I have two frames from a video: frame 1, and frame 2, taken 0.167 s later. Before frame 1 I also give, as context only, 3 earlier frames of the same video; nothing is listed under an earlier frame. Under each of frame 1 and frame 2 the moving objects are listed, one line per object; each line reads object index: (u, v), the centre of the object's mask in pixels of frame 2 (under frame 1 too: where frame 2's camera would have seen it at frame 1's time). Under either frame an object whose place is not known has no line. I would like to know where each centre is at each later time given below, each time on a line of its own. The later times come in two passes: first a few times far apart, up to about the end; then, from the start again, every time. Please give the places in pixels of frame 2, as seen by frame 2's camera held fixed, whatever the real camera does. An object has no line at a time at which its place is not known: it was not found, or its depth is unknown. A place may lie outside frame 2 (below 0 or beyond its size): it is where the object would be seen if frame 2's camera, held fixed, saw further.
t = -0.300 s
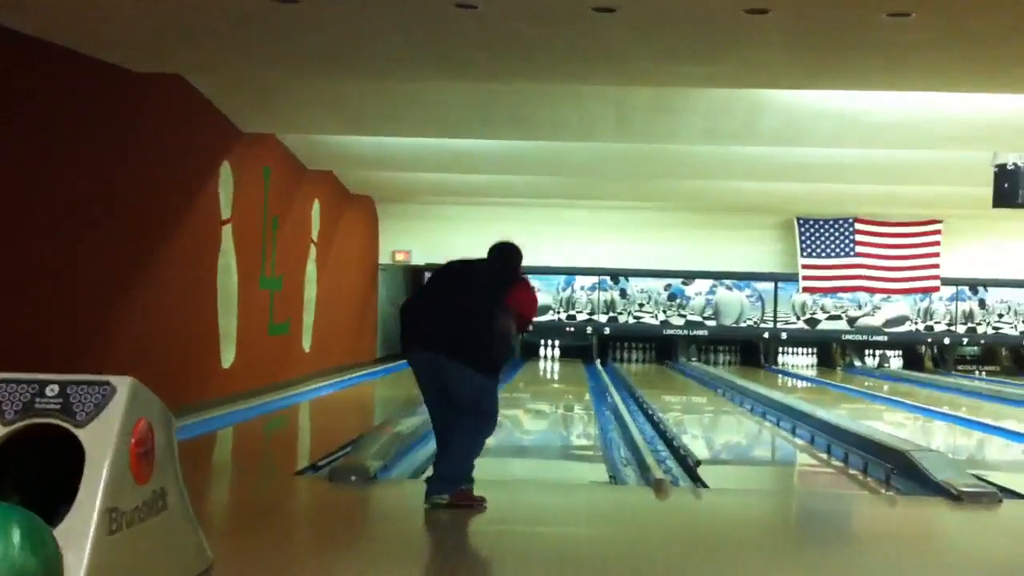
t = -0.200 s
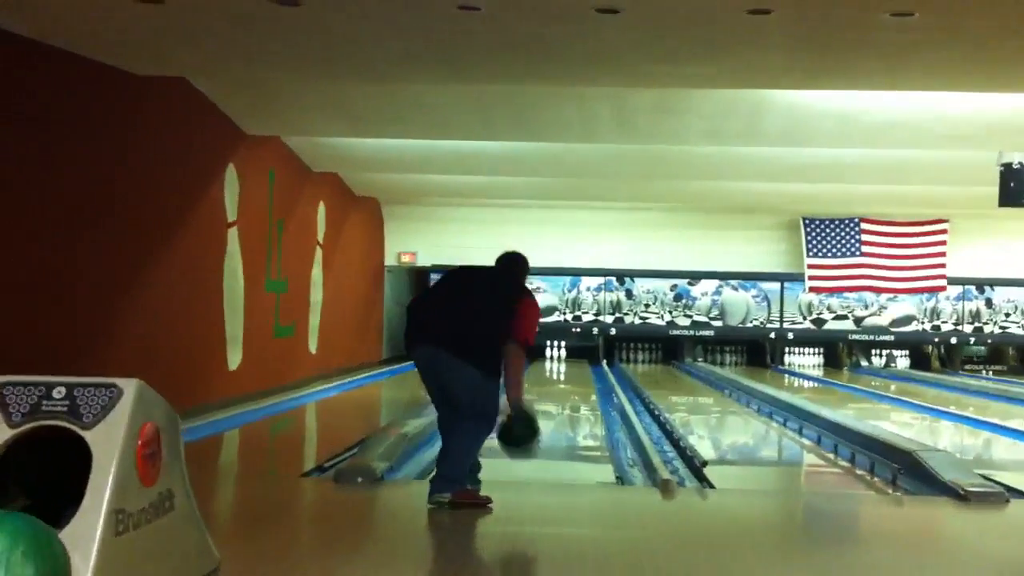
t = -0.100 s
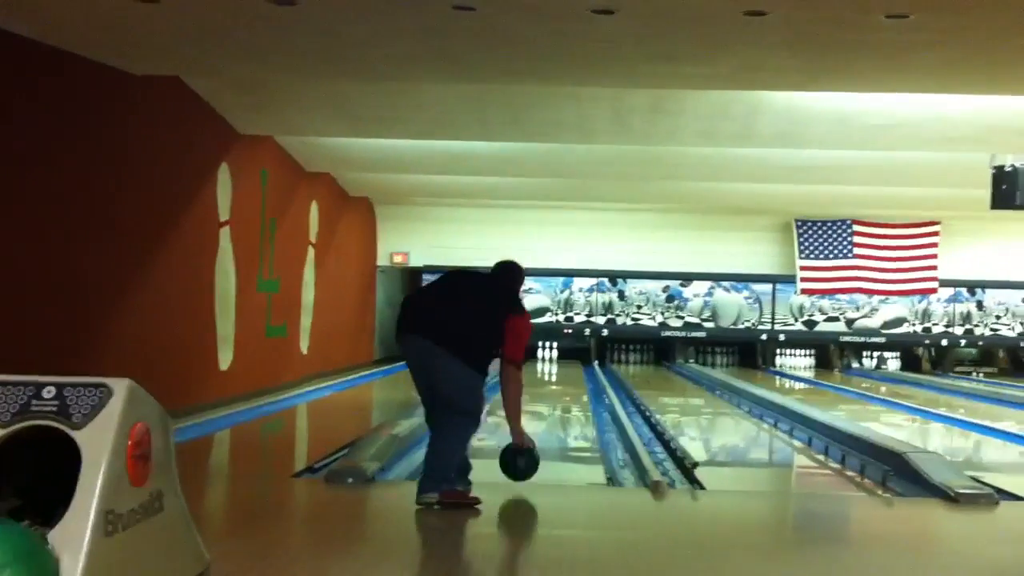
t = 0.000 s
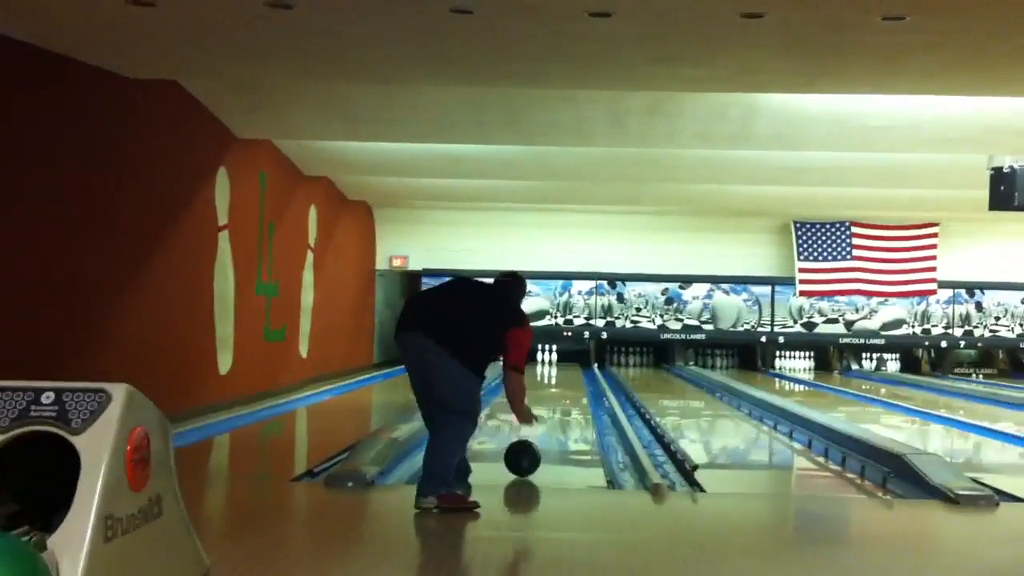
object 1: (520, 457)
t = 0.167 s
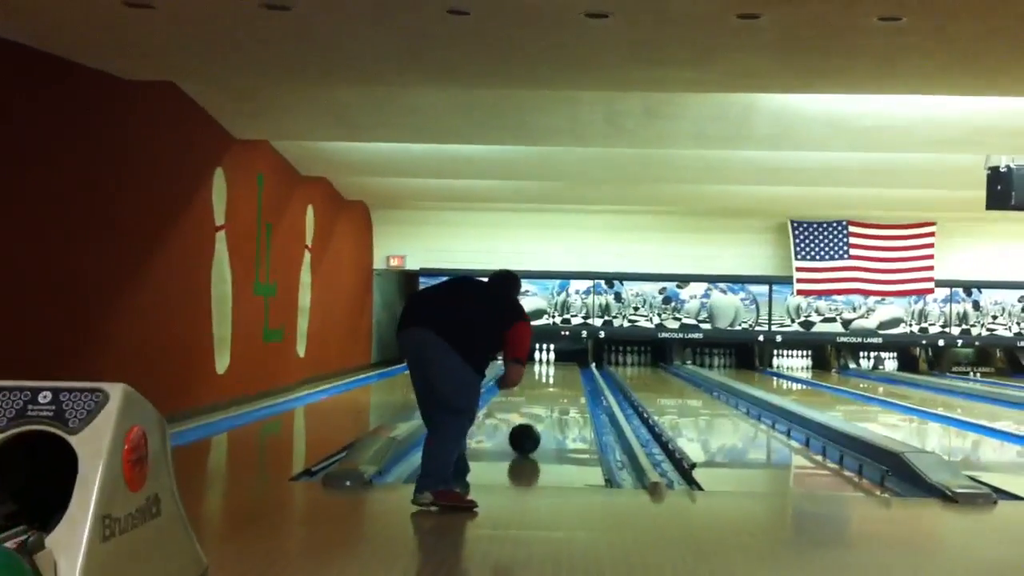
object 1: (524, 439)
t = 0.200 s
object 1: (525, 436)
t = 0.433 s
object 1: (529, 418)
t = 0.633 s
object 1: (531, 407)
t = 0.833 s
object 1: (533, 398)
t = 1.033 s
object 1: (534, 391)
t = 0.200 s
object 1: (525, 436)
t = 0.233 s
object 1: (526, 433)
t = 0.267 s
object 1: (526, 430)
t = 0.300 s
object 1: (526, 427)
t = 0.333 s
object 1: (527, 425)
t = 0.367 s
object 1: (528, 423)
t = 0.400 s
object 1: (528, 420)
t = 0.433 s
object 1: (529, 418)
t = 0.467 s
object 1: (529, 416)
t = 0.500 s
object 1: (530, 414)
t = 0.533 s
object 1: (530, 412)
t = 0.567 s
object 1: (530, 410)
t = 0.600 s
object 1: (531, 408)
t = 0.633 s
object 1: (531, 407)
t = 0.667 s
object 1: (531, 405)
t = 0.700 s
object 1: (531, 403)
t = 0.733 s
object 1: (532, 402)
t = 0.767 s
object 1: (532, 400)
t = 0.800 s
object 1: (532, 399)
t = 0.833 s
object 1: (533, 398)
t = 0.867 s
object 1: (533, 396)
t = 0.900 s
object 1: (533, 395)
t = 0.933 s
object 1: (533, 394)
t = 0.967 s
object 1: (533, 393)
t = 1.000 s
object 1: (534, 392)
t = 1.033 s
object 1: (534, 391)
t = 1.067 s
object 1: (534, 390)
